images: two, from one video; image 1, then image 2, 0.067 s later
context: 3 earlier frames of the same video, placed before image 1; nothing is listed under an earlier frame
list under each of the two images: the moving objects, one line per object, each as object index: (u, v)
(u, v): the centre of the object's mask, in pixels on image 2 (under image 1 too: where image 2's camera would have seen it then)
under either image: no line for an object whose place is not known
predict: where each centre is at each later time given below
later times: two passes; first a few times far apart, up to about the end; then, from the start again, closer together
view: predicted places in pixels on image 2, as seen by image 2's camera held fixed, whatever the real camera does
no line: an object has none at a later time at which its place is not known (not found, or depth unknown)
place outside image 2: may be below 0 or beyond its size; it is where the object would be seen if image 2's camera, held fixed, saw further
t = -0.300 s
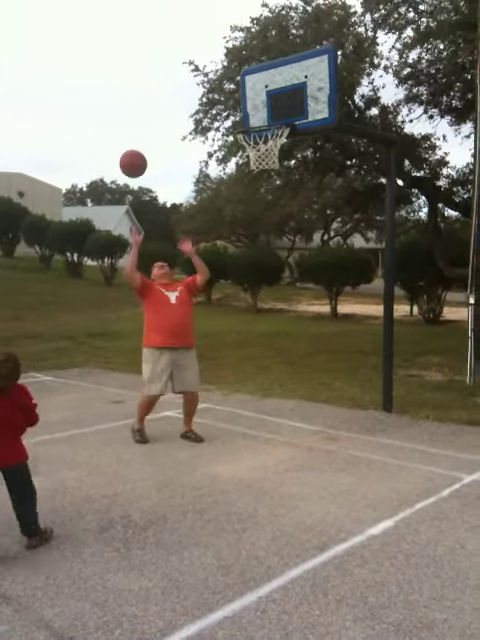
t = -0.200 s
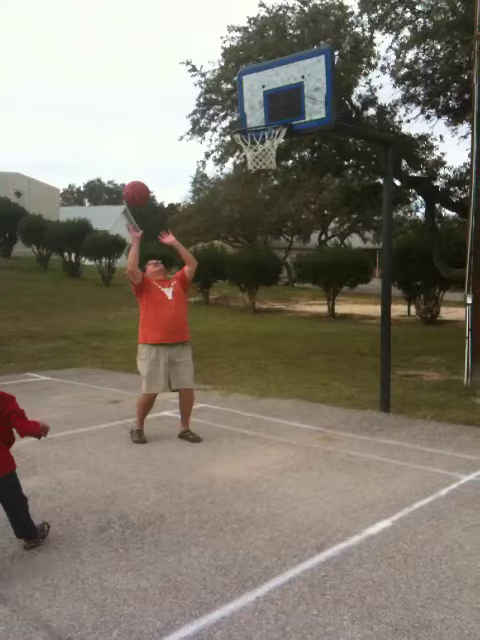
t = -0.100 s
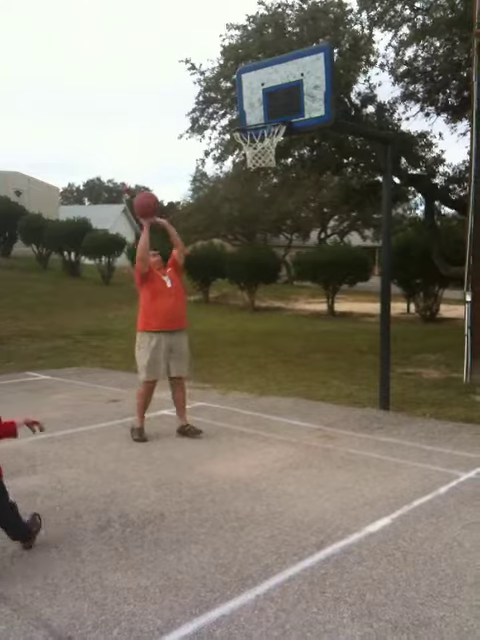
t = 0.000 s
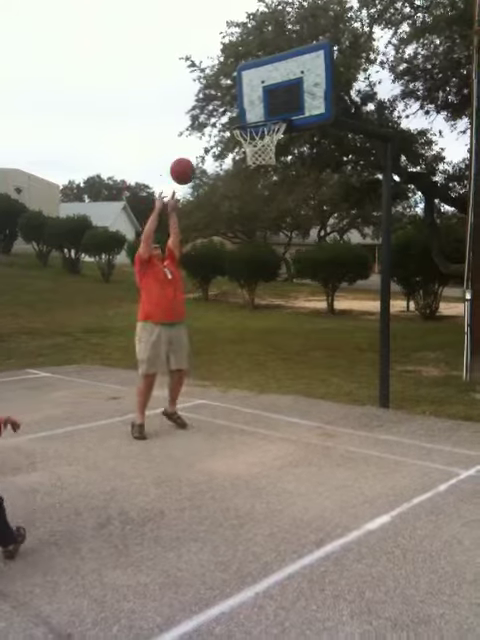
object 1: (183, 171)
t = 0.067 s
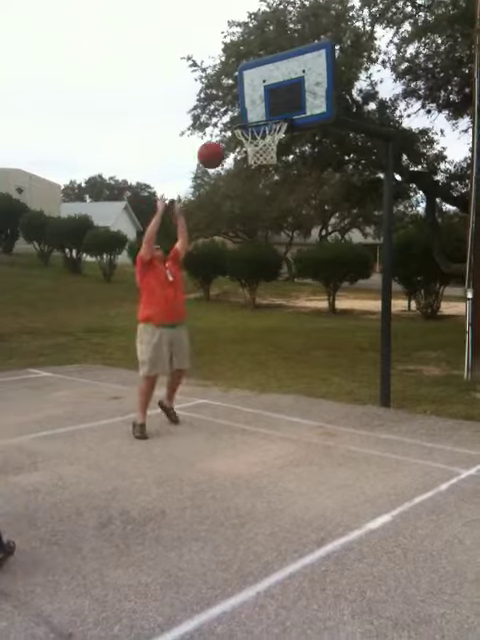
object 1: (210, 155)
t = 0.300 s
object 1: (271, 147)
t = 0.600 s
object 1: (324, 232)
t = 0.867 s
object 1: (369, 391)
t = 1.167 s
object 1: (370, 357)
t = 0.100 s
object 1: (223, 148)
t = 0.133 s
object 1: (235, 143)
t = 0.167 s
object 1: (244, 142)
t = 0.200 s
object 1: (249, 142)
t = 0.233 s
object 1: (256, 144)
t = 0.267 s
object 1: (265, 147)
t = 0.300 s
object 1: (271, 147)
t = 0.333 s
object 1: (277, 152)
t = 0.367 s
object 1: (282, 157)
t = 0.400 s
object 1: (289, 165)
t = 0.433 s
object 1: (295, 173)
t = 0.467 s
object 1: (301, 182)
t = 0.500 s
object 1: (307, 194)
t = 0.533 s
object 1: (312, 205)
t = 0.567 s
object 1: (317, 219)
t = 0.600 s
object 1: (324, 232)
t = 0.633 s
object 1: (330, 248)
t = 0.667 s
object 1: (335, 265)
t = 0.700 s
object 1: (341, 284)
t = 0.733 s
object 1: (347, 302)
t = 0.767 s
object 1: (352, 323)
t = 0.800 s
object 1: (358, 343)
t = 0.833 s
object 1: (364, 366)
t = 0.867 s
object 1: (369, 391)
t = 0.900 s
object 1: (375, 415)
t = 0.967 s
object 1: (380, 426)
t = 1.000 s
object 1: (378, 412)
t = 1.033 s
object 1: (376, 398)
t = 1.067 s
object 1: (375, 386)
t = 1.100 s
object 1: (373, 375)
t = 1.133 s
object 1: (371, 366)
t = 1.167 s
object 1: (370, 357)
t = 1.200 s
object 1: (369, 351)
